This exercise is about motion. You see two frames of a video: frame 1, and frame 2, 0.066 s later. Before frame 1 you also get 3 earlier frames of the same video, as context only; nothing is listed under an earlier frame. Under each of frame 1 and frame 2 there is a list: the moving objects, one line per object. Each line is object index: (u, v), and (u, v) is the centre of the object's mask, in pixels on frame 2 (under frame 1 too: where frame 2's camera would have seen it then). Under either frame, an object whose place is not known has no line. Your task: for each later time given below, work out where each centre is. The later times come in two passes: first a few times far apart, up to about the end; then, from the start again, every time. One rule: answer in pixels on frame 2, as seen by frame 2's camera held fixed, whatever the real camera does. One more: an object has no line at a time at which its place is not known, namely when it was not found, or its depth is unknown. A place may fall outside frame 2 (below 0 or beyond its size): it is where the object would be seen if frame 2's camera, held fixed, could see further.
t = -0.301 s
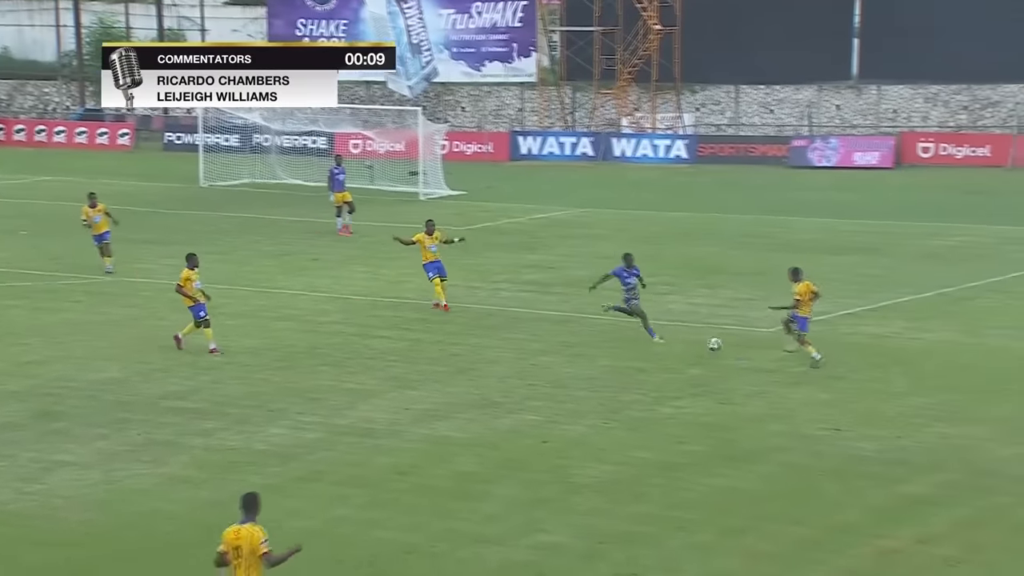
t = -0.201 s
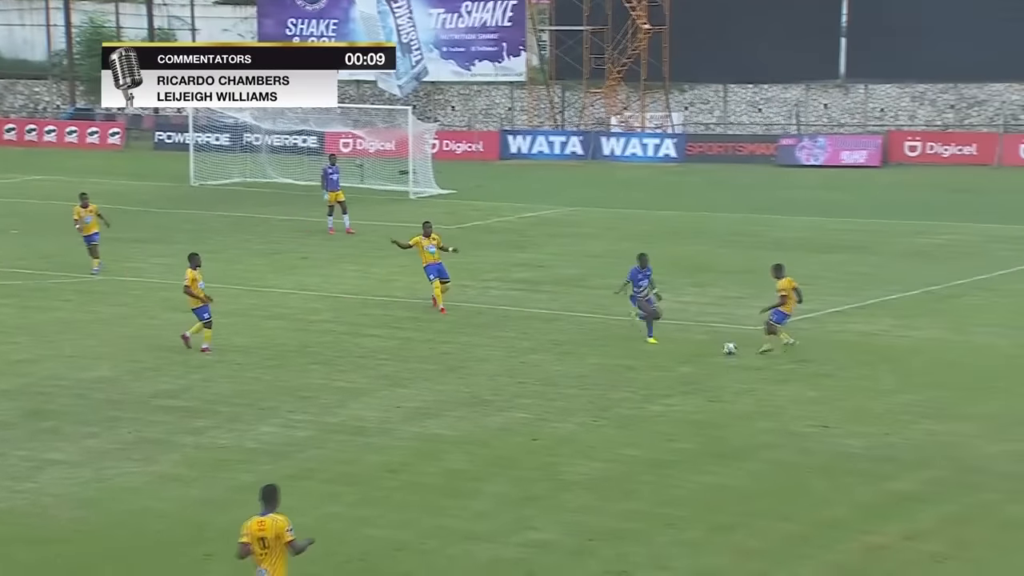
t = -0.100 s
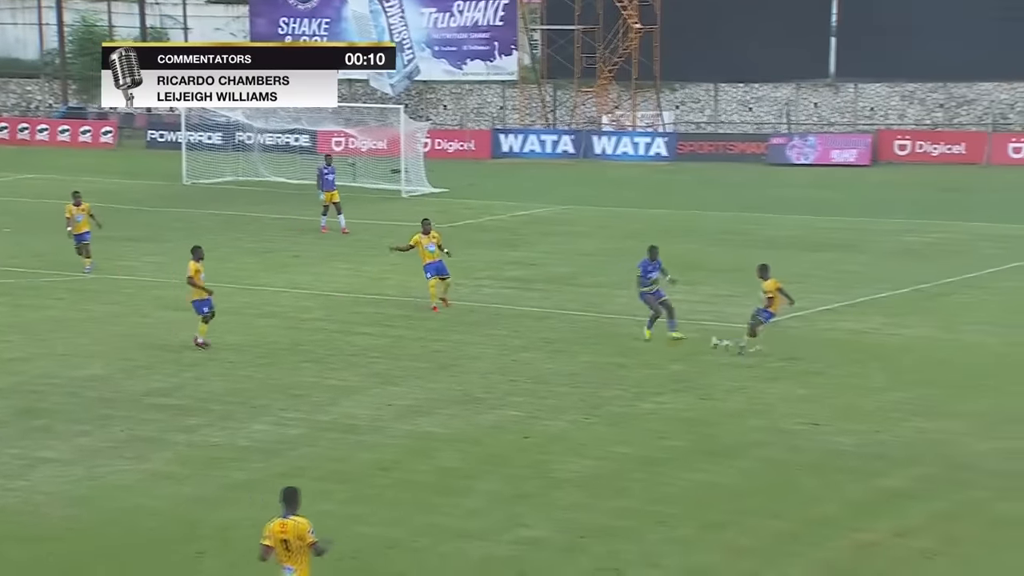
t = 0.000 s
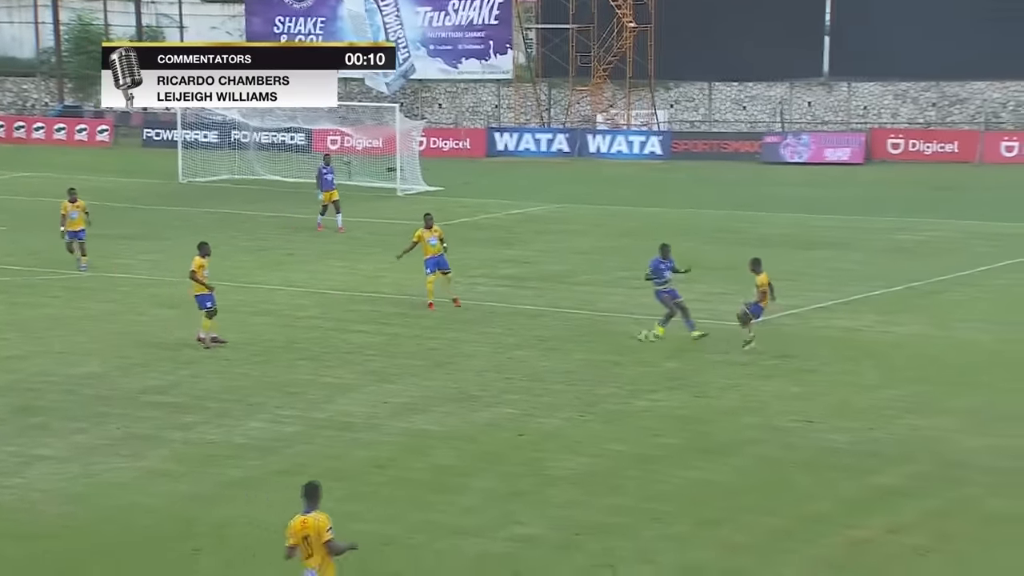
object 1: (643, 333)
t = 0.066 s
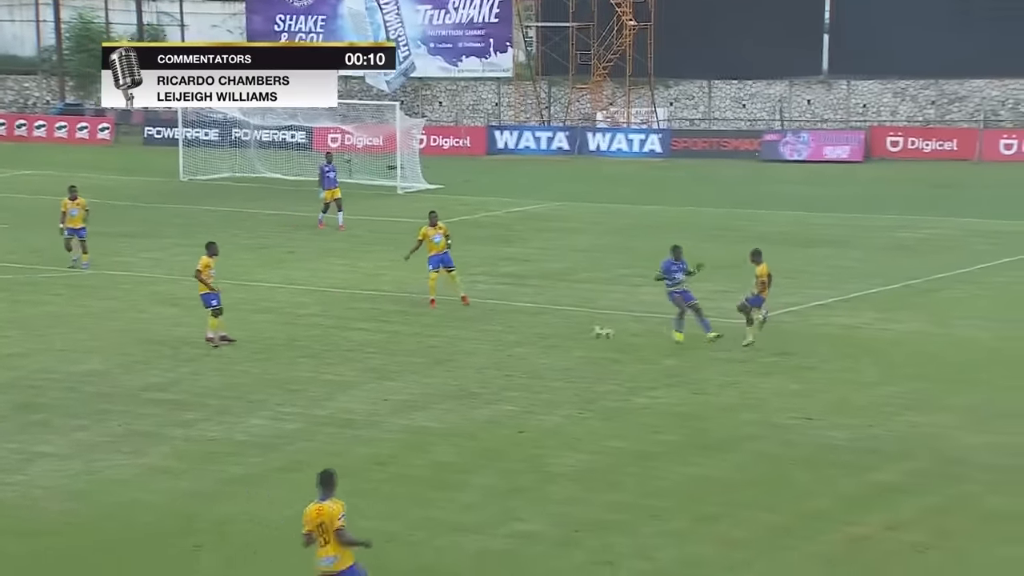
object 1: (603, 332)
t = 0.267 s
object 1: (475, 344)
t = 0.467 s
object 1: (369, 335)
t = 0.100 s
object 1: (582, 333)
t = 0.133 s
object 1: (560, 334)
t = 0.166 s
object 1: (538, 335)
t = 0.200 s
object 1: (517, 337)
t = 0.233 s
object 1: (496, 340)
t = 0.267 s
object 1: (475, 344)
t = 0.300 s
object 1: (454, 345)
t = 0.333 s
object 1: (437, 342)
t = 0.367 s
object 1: (421, 339)
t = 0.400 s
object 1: (403, 337)
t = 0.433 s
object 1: (386, 336)
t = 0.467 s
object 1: (369, 335)
